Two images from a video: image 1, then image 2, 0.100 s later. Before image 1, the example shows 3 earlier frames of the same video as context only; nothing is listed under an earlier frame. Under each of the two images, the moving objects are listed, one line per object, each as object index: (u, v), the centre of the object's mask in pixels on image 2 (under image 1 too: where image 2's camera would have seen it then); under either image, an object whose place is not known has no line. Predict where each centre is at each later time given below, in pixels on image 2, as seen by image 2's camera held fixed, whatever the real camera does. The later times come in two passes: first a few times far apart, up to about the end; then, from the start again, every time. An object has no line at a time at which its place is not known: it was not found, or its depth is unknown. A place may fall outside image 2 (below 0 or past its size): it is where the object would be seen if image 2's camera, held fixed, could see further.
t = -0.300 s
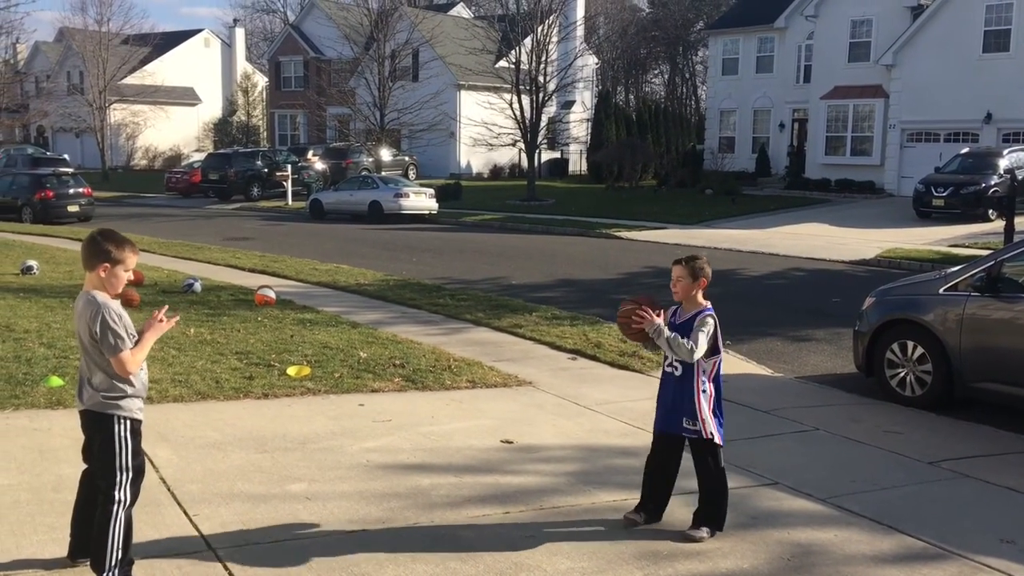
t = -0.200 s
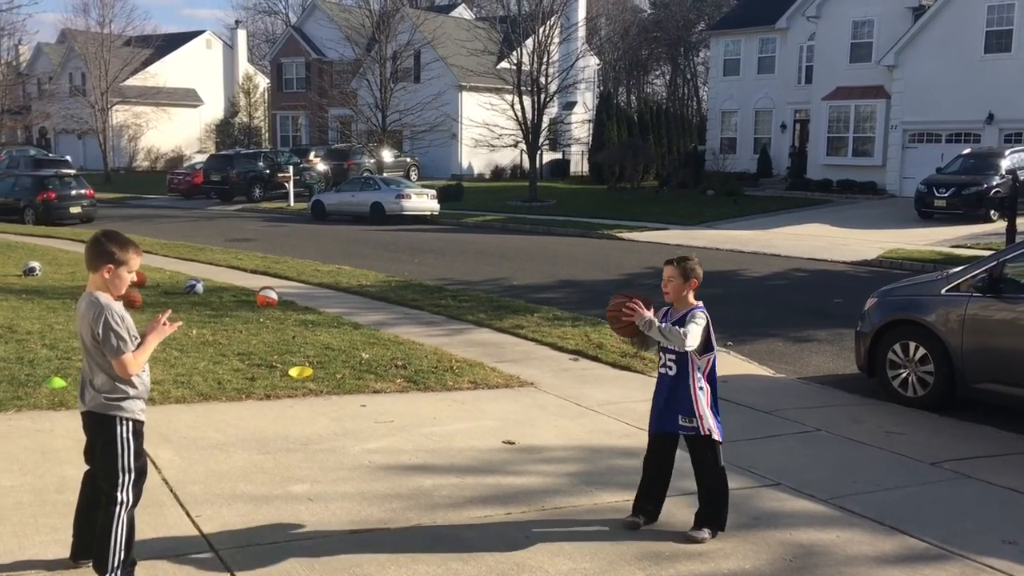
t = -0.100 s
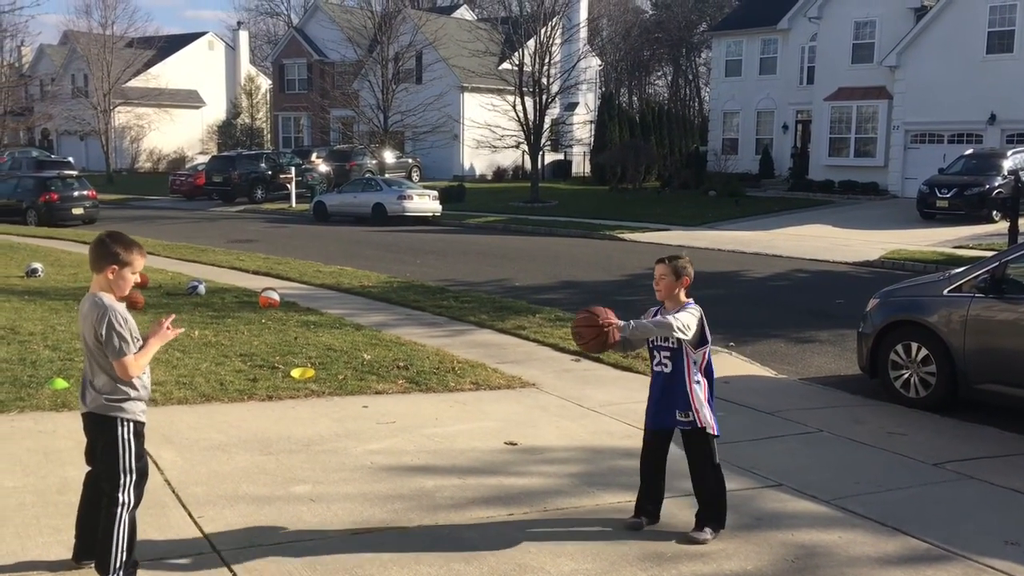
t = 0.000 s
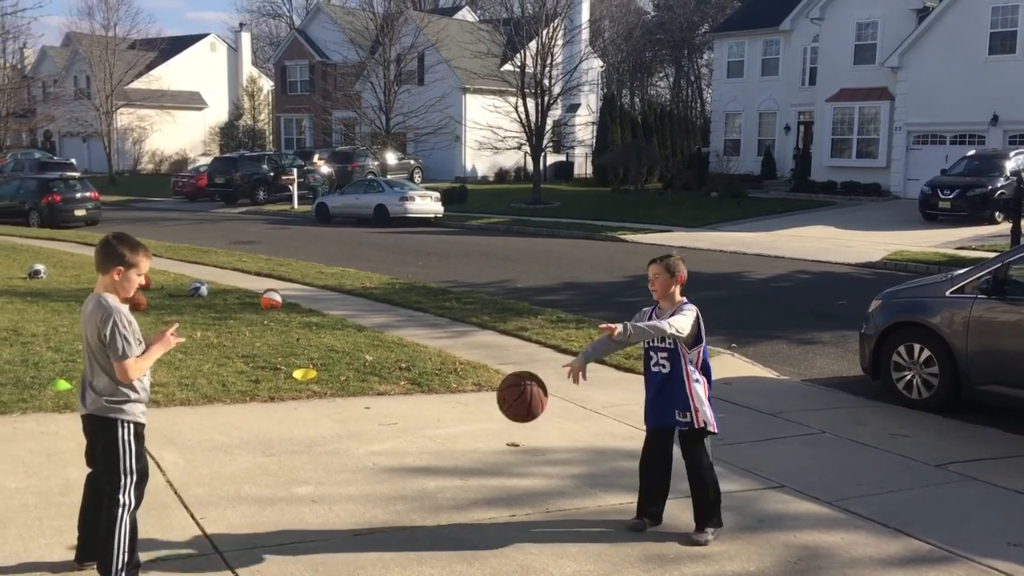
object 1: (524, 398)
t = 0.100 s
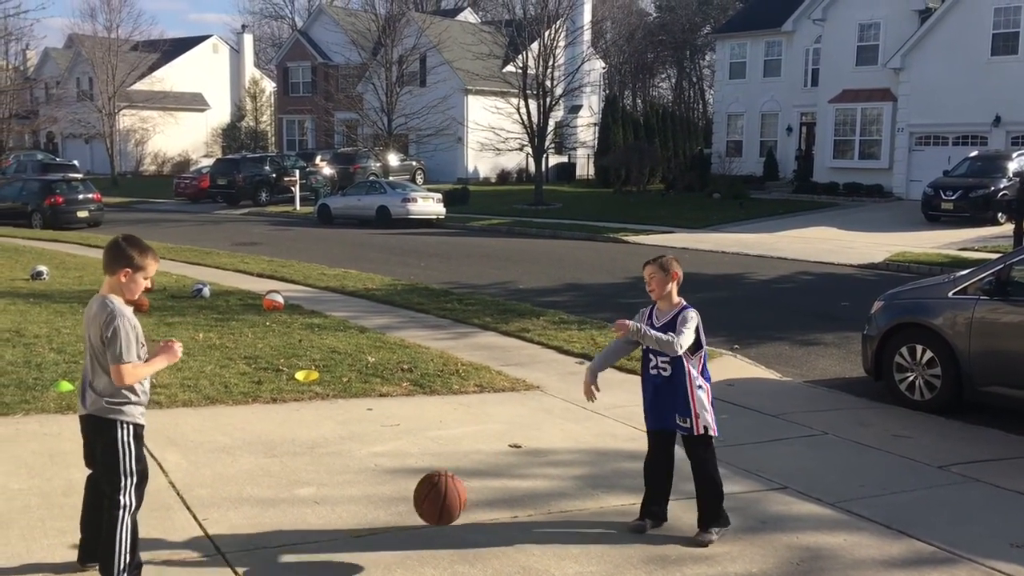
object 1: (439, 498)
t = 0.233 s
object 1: (366, 475)
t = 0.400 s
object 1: (295, 377)
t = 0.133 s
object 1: (410, 539)
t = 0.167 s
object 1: (393, 530)
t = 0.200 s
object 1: (379, 502)
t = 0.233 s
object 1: (366, 475)
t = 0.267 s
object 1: (352, 451)
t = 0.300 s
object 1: (338, 429)
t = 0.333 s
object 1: (324, 410)
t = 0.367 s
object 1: (310, 392)
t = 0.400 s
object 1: (295, 377)
